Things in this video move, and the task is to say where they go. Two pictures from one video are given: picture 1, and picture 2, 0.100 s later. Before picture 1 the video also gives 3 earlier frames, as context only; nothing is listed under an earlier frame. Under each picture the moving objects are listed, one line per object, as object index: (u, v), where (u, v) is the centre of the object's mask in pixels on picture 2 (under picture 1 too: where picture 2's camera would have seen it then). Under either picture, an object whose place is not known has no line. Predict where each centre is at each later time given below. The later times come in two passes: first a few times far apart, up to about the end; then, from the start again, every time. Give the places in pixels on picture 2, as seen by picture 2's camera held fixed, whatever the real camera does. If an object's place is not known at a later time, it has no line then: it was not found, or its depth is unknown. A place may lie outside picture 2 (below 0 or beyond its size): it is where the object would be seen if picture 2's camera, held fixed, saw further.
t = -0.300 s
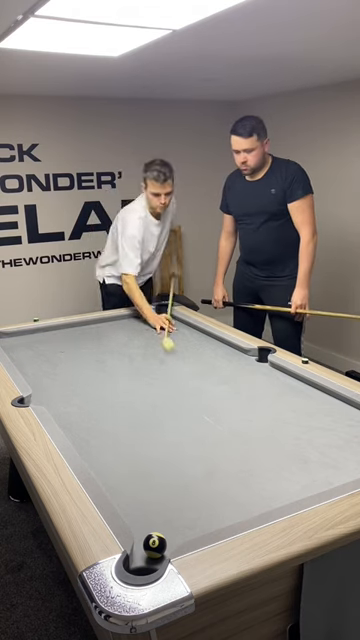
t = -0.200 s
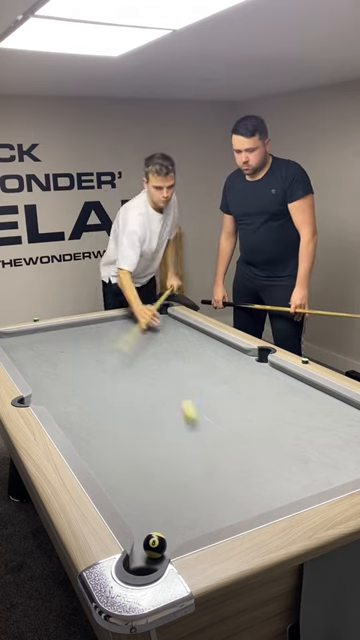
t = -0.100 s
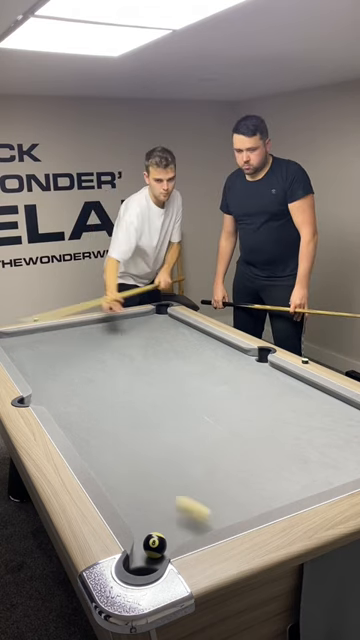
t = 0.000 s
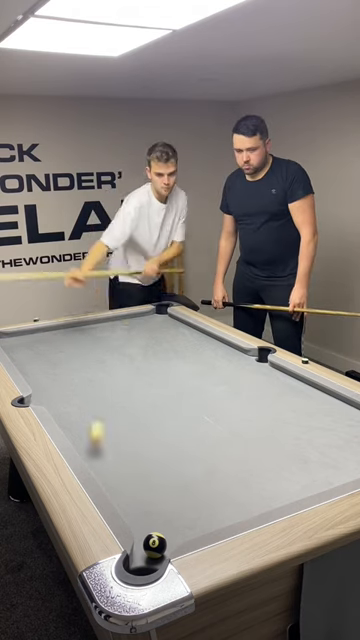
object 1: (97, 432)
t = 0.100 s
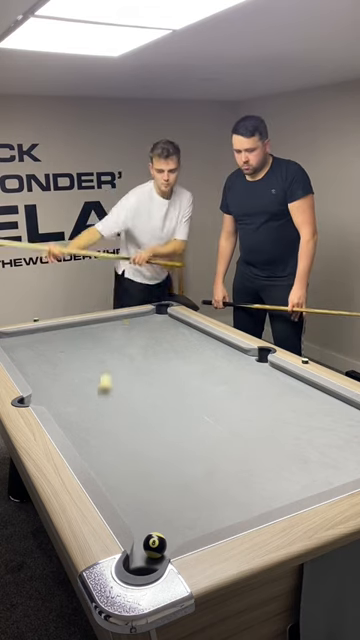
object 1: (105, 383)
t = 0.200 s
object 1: (108, 349)
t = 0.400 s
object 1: (145, 323)
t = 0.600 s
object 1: (196, 348)
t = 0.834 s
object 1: (190, 398)
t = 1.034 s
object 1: (182, 463)
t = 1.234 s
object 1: (153, 532)
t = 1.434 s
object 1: (163, 481)
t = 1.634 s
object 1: (178, 447)
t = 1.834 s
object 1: (190, 419)
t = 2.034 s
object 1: (200, 397)
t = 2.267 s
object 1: (209, 377)
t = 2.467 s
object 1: (215, 362)
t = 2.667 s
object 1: (220, 350)
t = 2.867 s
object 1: (217, 342)
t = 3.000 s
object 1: (205, 340)
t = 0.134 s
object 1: (106, 370)
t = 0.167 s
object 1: (107, 360)
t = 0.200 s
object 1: (108, 349)
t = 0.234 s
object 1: (109, 341)
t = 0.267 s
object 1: (109, 331)
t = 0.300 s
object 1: (108, 324)
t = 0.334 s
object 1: (110, 319)
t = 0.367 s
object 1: (127, 320)
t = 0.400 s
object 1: (145, 323)
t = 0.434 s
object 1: (164, 325)
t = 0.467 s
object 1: (183, 327)
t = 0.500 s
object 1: (198, 331)
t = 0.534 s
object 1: (197, 336)
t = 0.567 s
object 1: (196, 342)
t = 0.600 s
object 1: (196, 348)
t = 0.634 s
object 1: (194, 354)
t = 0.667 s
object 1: (194, 361)
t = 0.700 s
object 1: (193, 368)
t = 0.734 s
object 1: (192, 375)
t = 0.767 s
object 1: (191, 382)
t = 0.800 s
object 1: (190, 390)
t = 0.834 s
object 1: (190, 398)
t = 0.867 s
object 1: (188, 407)
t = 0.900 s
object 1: (187, 416)
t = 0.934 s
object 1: (186, 427)
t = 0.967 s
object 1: (185, 438)
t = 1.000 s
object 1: (184, 450)
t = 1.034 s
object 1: (182, 463)
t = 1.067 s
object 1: (181, 477)
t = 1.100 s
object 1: (180, 493)
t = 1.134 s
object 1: (178, 510)
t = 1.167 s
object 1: (176, 529)
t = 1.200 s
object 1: (172, 539)
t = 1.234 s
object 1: (153, 532)
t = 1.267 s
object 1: (142, 527)
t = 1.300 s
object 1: (147, 515)
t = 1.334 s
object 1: (152, 505)
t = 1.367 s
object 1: (156, 496)
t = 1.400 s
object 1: (159, 488)
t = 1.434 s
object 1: (163, 481)
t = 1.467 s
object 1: (165, 475)
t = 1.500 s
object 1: (168, 468)
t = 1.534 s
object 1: (171, 463)
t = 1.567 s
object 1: (173, 458)
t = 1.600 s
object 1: (176, 452)
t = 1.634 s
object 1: (178, 447)
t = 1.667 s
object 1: (181, 442)
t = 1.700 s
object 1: (183, 437)
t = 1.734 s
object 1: (185, 432)
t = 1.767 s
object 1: (187, 428)
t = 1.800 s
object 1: (189, 423)
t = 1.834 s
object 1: (190, 419)
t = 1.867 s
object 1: (192, 415)
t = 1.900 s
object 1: (194, 412)
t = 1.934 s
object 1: (195, 408)
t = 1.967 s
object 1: (197, 404)
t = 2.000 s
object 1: (198, 401)
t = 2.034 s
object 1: (200, 397)
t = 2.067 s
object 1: (202, 394)
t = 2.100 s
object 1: (203, 391)
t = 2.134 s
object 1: (204, 388)
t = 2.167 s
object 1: (205, 385)
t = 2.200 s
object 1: (207, 382)
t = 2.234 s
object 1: (207, 379)
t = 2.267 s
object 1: (209, 377)
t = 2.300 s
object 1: (210, 374)
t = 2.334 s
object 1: (211, 371)
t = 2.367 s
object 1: (212, 369)
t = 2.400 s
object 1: (213, 367)
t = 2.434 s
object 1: (214, 364)
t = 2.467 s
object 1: (215, 362)
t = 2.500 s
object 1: (216, 360)
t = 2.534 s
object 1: (217, 358)
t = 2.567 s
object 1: (218, 356)
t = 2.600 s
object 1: (219, 354)
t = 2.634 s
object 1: (219, 352)
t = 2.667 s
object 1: (220, 350)
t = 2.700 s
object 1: (221, 348)
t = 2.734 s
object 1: (222, 346)
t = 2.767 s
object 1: (222, 344)
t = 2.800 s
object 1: (223, 343)
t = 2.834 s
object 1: (220, 342)
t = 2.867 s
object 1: (217, 342)
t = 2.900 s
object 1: (214, 342)
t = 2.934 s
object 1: (210, 341)
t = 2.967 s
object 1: (207, 341)
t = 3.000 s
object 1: (205, 340)
